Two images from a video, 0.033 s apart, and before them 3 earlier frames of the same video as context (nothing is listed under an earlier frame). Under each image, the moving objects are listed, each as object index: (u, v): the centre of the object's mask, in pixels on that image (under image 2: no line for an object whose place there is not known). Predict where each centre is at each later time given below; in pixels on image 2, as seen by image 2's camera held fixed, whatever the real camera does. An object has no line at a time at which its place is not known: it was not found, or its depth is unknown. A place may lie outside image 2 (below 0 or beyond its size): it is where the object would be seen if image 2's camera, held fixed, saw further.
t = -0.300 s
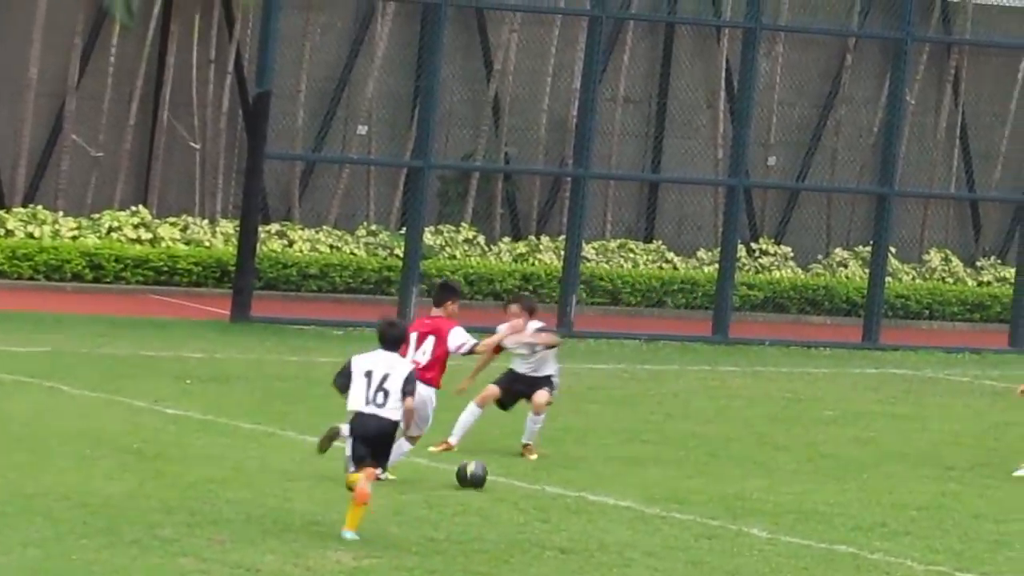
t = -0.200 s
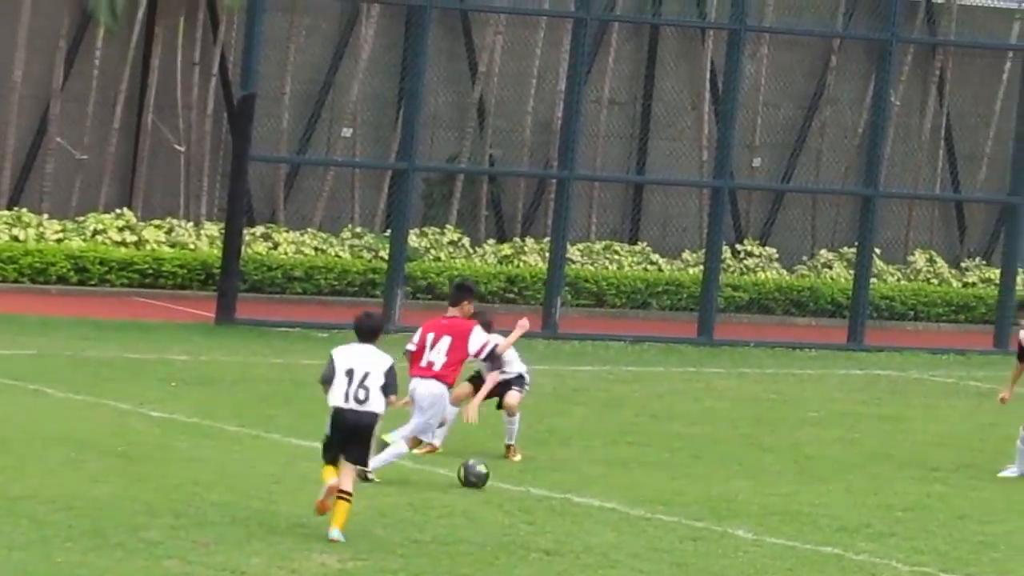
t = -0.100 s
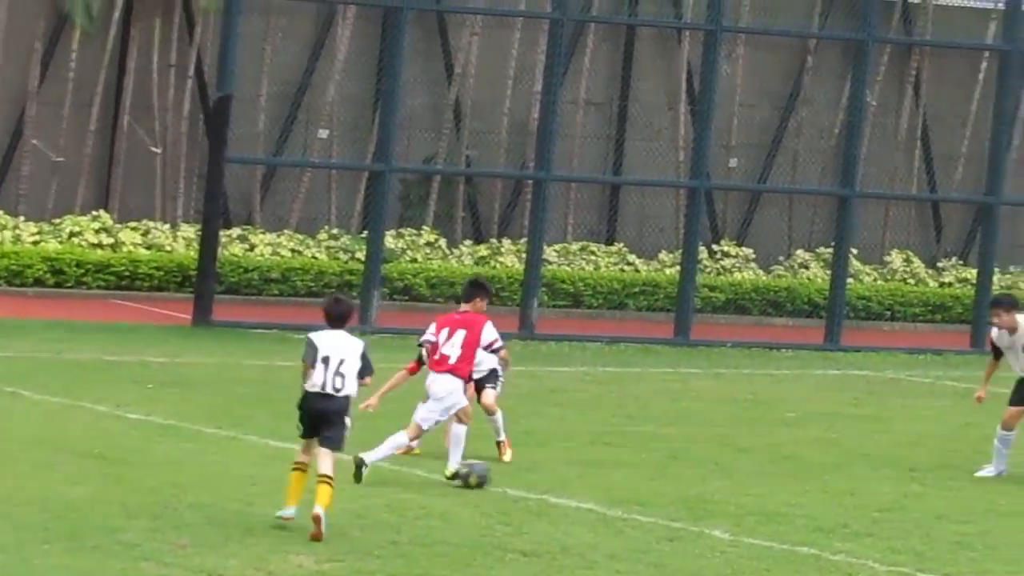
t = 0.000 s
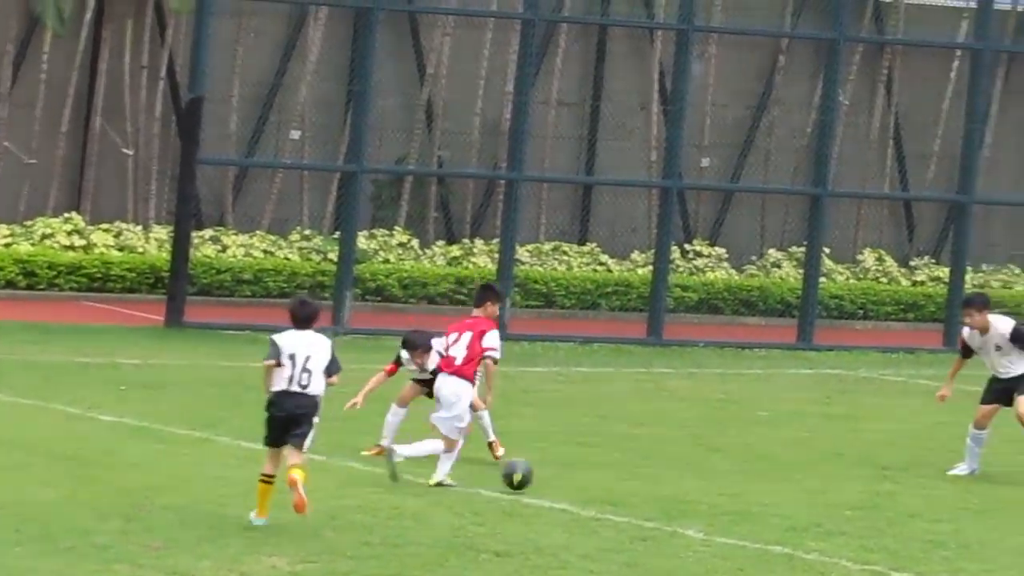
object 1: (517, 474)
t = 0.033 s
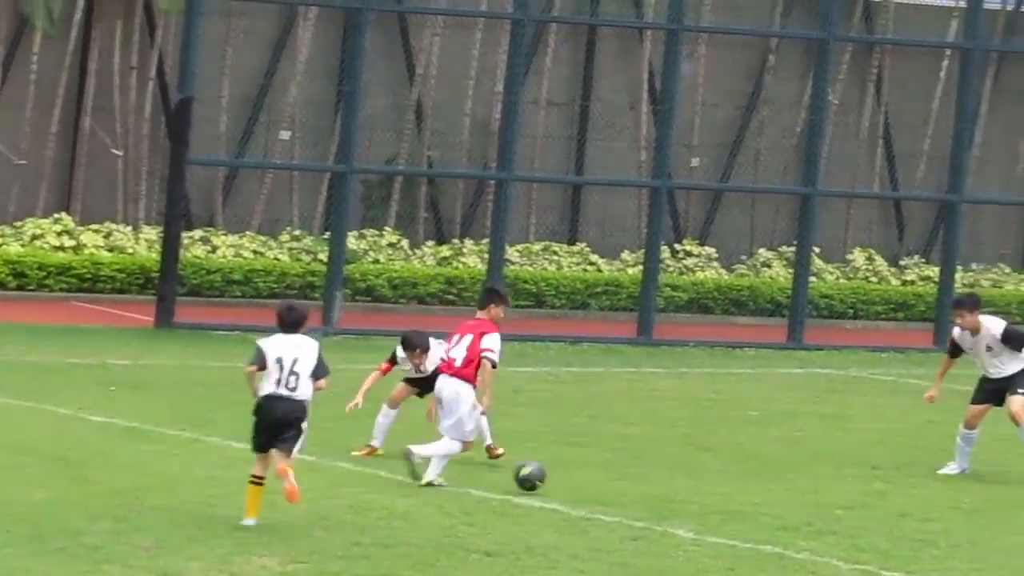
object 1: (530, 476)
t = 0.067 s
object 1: (553, 478)
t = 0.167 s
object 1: (623, 487)
